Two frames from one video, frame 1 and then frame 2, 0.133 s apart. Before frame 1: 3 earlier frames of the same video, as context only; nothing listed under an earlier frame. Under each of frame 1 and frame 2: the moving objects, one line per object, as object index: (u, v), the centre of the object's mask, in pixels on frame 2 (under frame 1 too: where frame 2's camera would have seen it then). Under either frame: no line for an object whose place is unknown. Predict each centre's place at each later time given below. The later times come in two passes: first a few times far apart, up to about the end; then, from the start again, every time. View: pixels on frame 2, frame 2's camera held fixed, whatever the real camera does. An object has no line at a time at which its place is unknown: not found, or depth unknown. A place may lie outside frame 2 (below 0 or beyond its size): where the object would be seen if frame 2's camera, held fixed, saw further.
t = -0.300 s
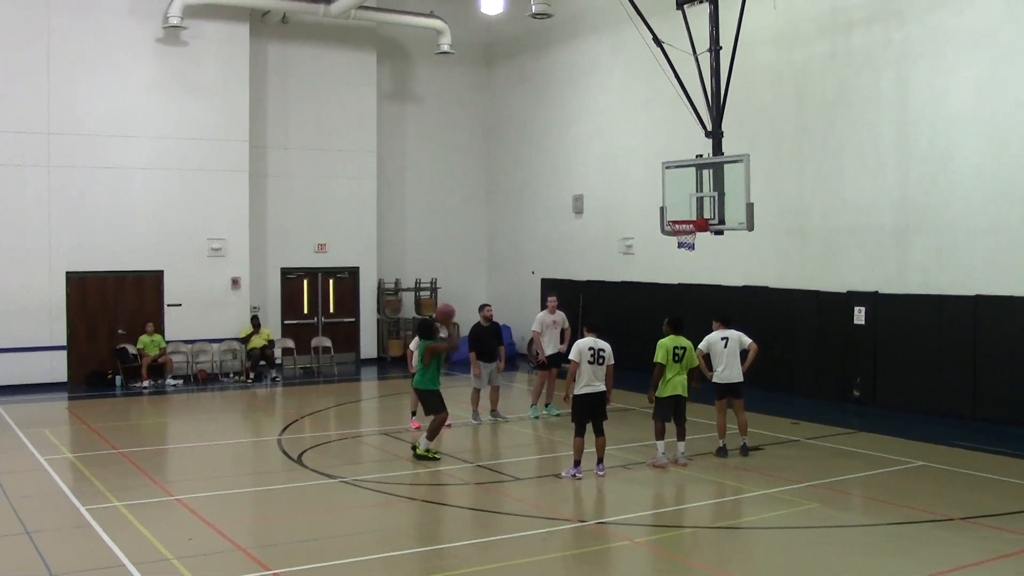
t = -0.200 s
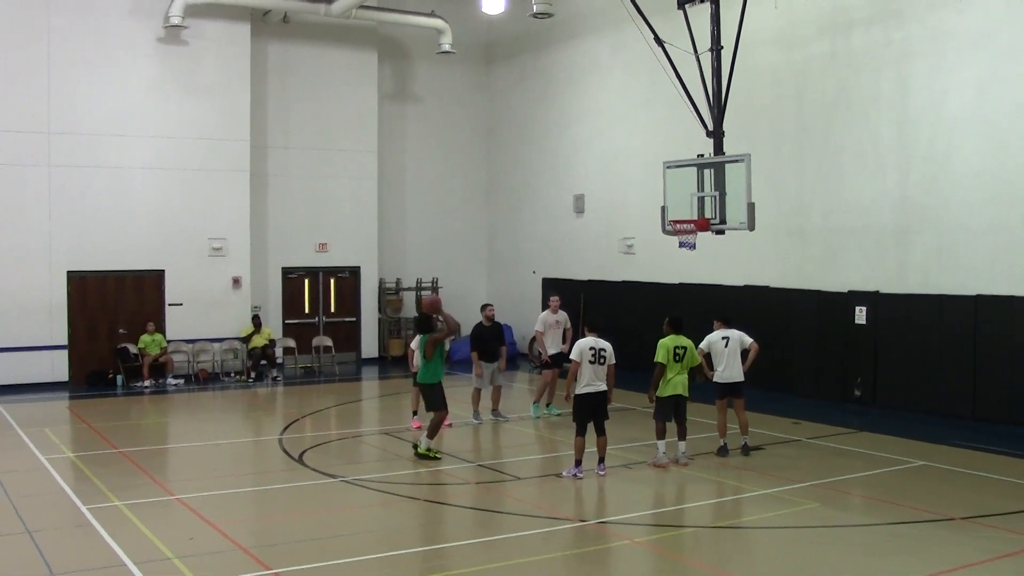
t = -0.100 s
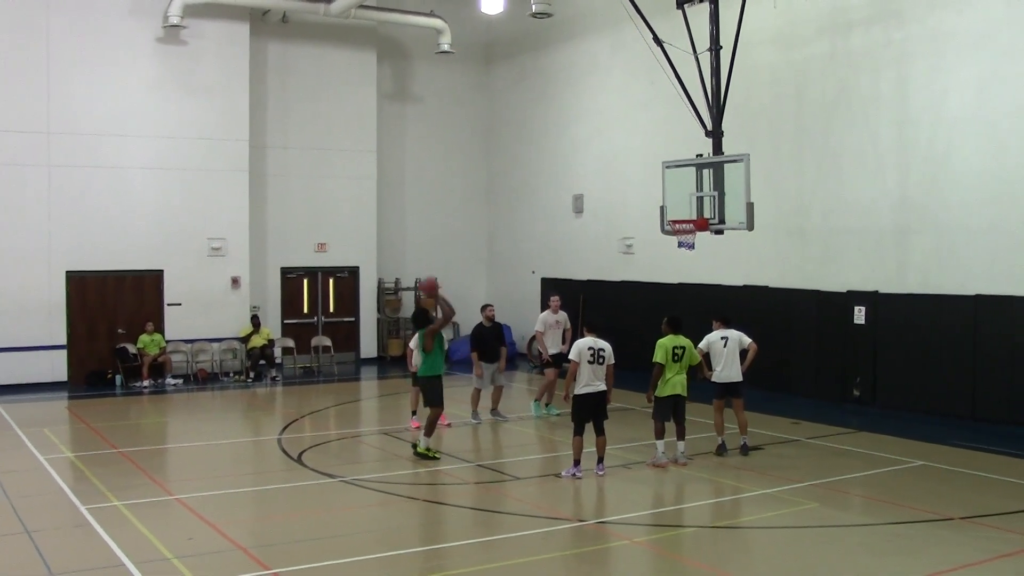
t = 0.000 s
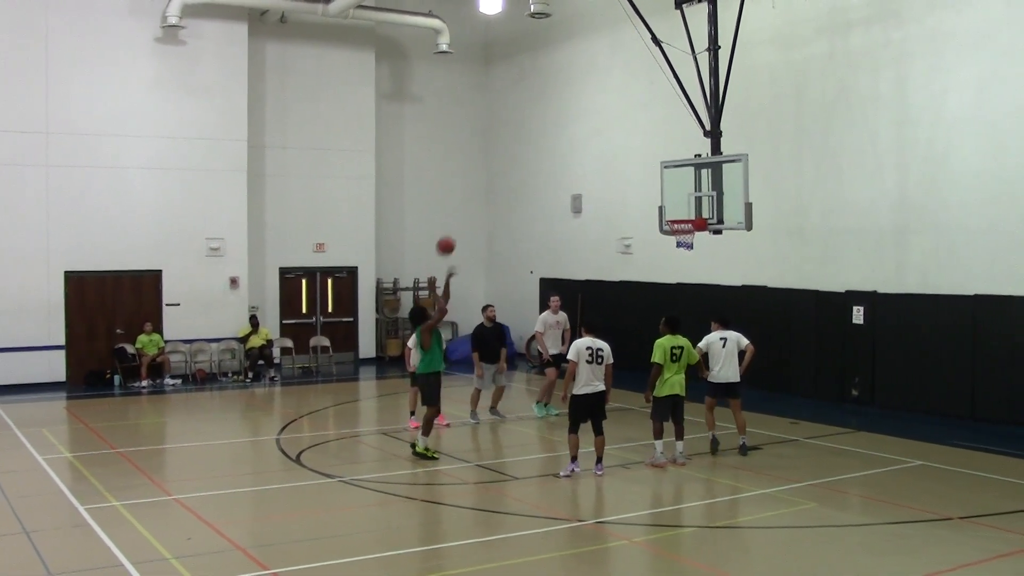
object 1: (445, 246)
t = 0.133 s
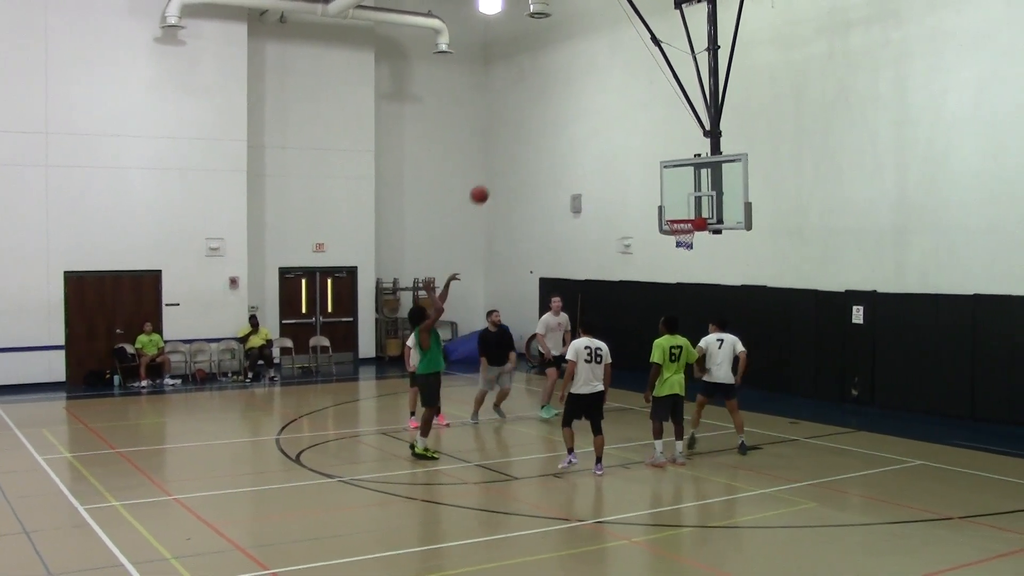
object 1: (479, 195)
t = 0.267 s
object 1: (512, 159)
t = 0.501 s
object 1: (565, 130)
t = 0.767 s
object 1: (621, 145)
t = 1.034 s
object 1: (673, 205)
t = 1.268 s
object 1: (692, 242)
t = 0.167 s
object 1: (487, 184)
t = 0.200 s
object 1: (496, 175)
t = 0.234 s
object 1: (504, 166)
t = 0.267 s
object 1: (512, 159)
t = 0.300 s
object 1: (520, 152)
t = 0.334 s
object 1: (527, 146)
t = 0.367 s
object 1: (535, 141)
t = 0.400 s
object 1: (543, 137)
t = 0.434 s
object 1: (550, 134)
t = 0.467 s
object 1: (558, 131)
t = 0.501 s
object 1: (565, 130)
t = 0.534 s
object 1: (572, 129)
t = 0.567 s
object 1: (579, 129)
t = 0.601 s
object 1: (586, 130)
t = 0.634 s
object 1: (593, 131)
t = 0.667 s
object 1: (600, 133)
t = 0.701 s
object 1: (607, 136)
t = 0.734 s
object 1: (614, 140)
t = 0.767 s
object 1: (621, 145)
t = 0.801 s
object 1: (628, 150)
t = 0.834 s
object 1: (634, 156)
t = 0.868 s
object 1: (641, 162)
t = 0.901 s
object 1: (647, 170)
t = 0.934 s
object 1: (654, 177)
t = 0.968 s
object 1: (661, 186)
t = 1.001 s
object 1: (667, 196)
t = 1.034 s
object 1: (673, 205)
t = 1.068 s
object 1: (679, 215)
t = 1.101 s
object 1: (685, 228)
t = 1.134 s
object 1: (687, 234)
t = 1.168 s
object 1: (689, 235)
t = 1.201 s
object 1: (691, 237)
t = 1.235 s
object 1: (691, 240)
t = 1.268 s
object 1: (692, 242)
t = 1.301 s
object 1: (693, 246)
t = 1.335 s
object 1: (694, 251)
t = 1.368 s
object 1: (695, 256)
